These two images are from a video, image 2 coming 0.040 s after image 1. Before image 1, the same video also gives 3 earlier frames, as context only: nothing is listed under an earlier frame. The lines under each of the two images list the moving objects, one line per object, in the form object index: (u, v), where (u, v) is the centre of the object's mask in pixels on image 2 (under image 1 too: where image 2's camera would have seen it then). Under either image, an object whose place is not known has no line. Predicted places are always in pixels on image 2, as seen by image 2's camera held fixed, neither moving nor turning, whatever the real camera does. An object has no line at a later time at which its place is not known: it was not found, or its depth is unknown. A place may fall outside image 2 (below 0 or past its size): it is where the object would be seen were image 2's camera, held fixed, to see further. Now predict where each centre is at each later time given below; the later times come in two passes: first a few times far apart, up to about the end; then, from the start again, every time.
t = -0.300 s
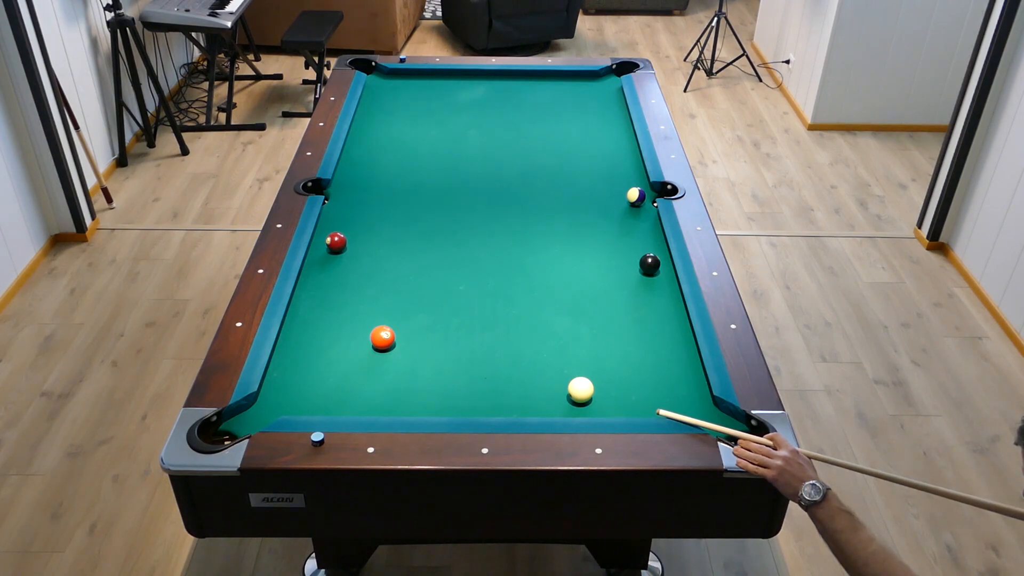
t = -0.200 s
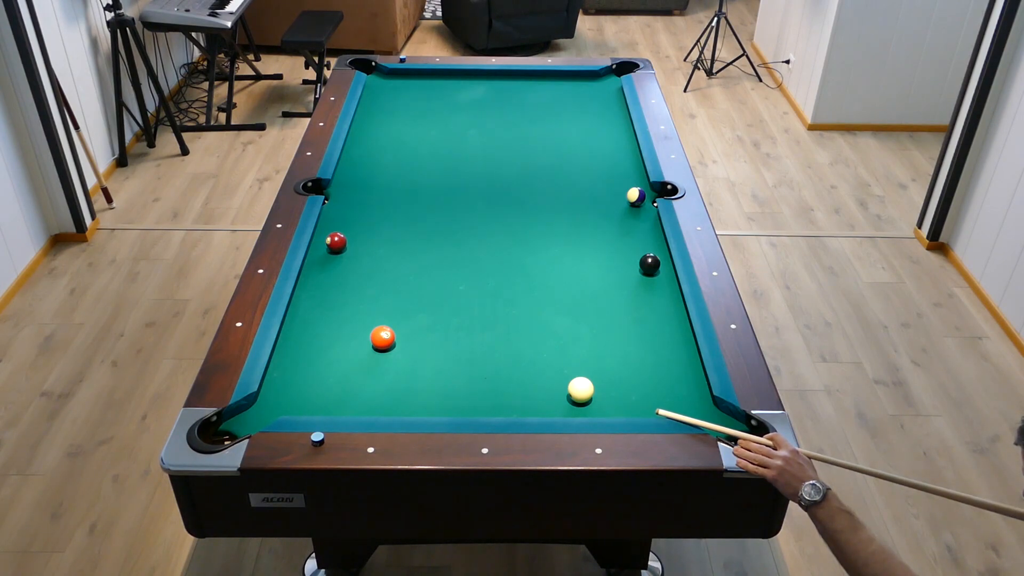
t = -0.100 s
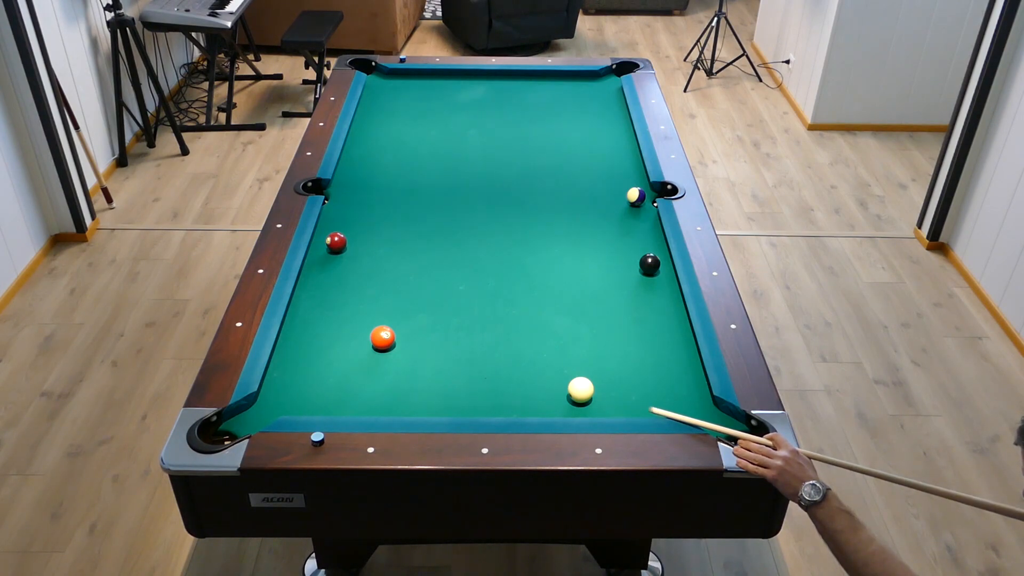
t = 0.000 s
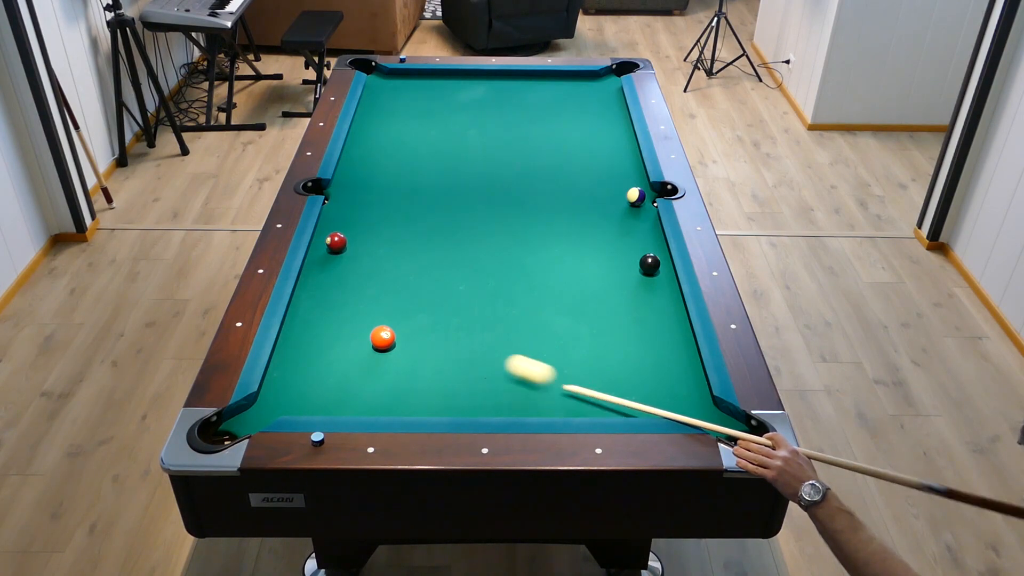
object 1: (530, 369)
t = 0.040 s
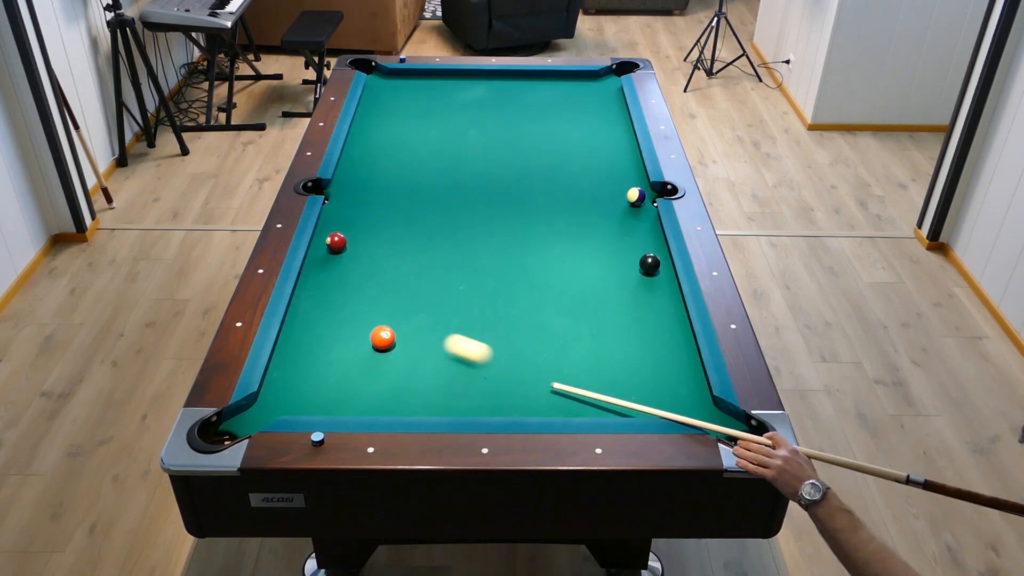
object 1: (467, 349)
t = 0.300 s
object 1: (384, 236)
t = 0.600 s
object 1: (526, 176)
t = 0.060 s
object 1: (438, 339)
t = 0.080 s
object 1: (411, 329)
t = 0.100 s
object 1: (387, 317)
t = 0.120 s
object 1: (368, 306)
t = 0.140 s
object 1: (350, 294)
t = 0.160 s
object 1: (333, 282)
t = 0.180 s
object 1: (316, 272)
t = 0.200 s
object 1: (316, 263)
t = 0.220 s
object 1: (330, 258)
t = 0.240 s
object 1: (344, 252)
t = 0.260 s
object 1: (358, 246)
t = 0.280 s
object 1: (371, 241)
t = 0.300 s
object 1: (384, 236)
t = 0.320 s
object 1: (396, 230)
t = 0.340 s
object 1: (408, 226)
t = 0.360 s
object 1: (419, 221)
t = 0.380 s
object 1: (429, 217)
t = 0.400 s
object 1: (439, 212)
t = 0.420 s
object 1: (449, 208)
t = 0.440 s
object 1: (458, 204)
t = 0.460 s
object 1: (467, 200)
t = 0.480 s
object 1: (476, 197)
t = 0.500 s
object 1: (485, 193)
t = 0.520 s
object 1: (493, 190)
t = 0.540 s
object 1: (502, 186)
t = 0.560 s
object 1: (510, 182)
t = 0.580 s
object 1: (518, 179)
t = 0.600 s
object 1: (526, 176)
